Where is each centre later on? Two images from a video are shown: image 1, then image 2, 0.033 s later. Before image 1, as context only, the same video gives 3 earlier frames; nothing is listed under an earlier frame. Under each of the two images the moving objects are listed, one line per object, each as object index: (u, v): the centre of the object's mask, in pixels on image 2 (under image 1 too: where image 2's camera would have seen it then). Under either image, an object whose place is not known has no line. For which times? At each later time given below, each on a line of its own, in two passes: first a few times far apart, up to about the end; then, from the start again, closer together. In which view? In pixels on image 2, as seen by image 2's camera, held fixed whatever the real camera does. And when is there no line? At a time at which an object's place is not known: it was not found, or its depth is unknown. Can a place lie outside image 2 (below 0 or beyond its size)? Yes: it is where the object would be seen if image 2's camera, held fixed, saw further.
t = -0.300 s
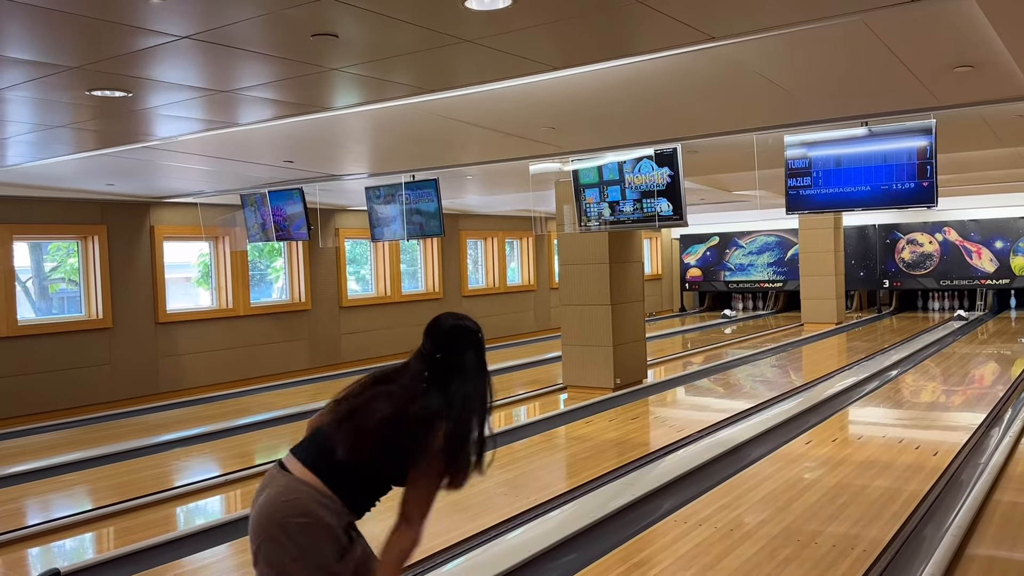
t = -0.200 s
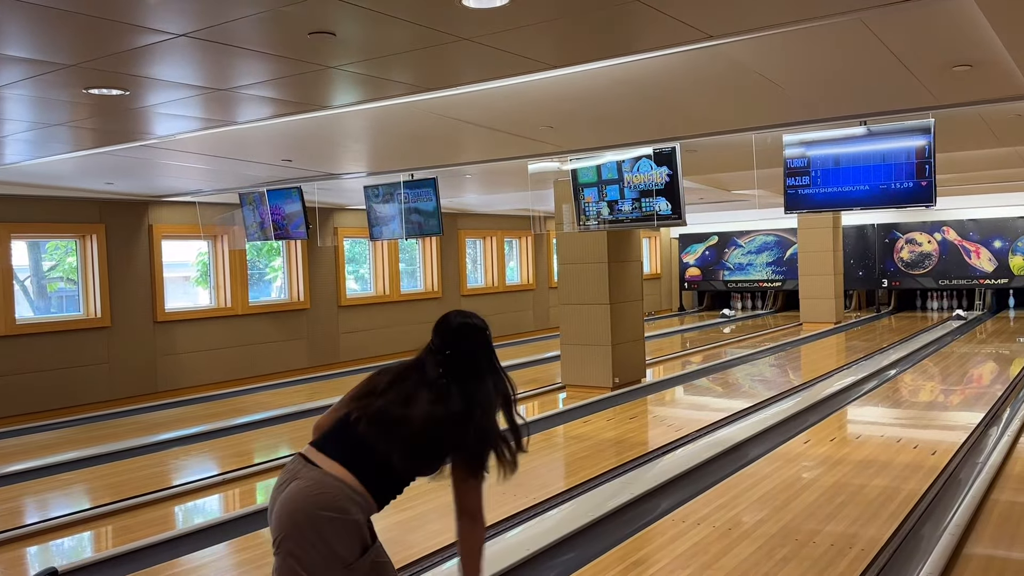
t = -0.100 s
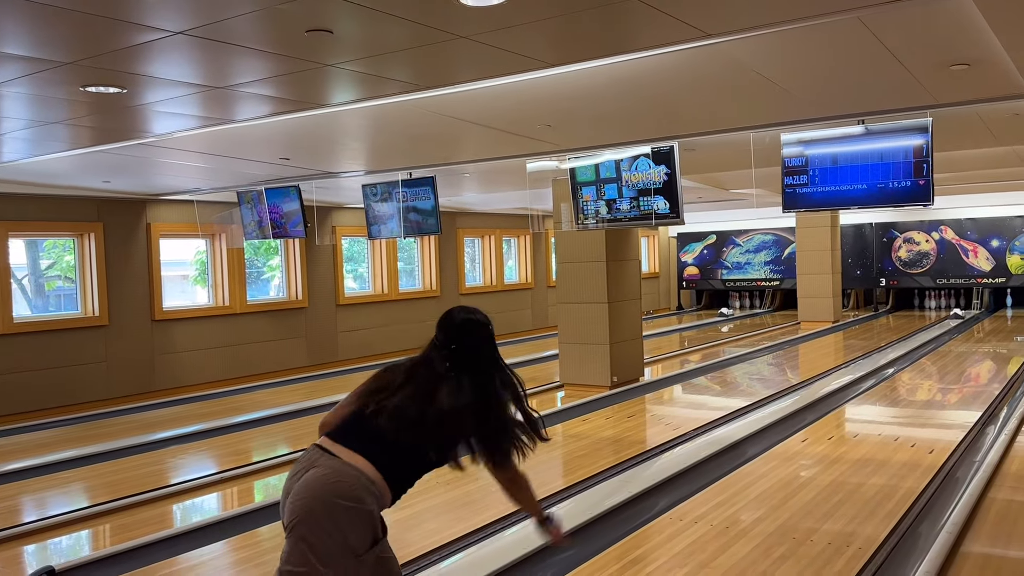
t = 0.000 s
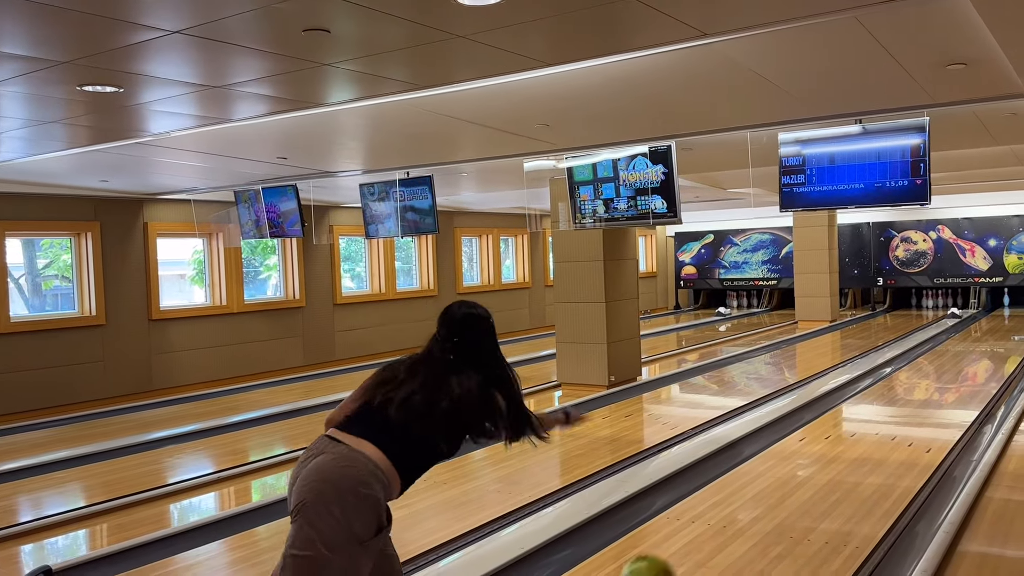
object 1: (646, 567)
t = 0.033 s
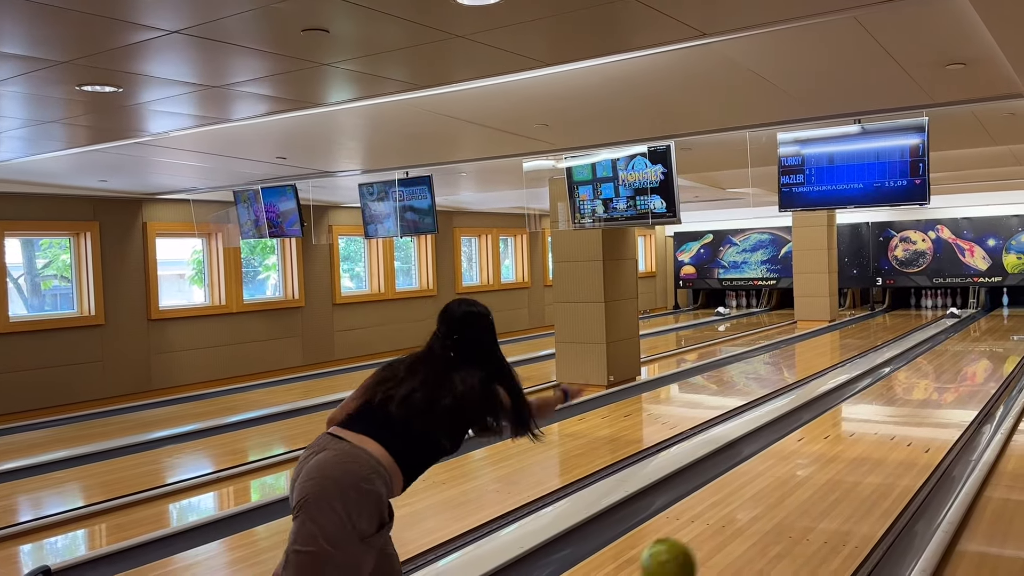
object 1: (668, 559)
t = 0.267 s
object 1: (777, 500)
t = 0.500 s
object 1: (843, 453)
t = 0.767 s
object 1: (893, 417)
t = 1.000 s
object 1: (922, 395)
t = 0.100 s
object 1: (705, 543)
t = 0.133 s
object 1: (722, 536)
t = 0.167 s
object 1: (738, 530)
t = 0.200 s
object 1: (752, 517)
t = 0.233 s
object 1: (764, 507)
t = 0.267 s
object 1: (777, 500)
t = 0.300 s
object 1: (788, 493)
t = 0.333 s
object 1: (799, 485)
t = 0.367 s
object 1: (809, 478)
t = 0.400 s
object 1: (819, 471)
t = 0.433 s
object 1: (827, 465)
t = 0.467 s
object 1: (836, 459)
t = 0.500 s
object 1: (843, 453)
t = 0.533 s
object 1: (850, 448)
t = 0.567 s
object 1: (858, 443)
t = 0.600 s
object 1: (864, 438)
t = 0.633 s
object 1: (870, 433)
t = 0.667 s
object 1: (877, 429)
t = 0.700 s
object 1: (882, 425)
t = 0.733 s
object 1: (887, 421)
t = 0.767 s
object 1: (893, 417)
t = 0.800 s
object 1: (898, 413)
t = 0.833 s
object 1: (902, 410)
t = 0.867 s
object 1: (907, 407)
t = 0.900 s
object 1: (911, 404)
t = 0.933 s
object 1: (915, 401)
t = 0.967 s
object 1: (919, 398)
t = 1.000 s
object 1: (922, 395)
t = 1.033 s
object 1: (926, 393)
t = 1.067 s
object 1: (929, 390)
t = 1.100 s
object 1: (933, 388)
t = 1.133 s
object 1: (935, 386)
